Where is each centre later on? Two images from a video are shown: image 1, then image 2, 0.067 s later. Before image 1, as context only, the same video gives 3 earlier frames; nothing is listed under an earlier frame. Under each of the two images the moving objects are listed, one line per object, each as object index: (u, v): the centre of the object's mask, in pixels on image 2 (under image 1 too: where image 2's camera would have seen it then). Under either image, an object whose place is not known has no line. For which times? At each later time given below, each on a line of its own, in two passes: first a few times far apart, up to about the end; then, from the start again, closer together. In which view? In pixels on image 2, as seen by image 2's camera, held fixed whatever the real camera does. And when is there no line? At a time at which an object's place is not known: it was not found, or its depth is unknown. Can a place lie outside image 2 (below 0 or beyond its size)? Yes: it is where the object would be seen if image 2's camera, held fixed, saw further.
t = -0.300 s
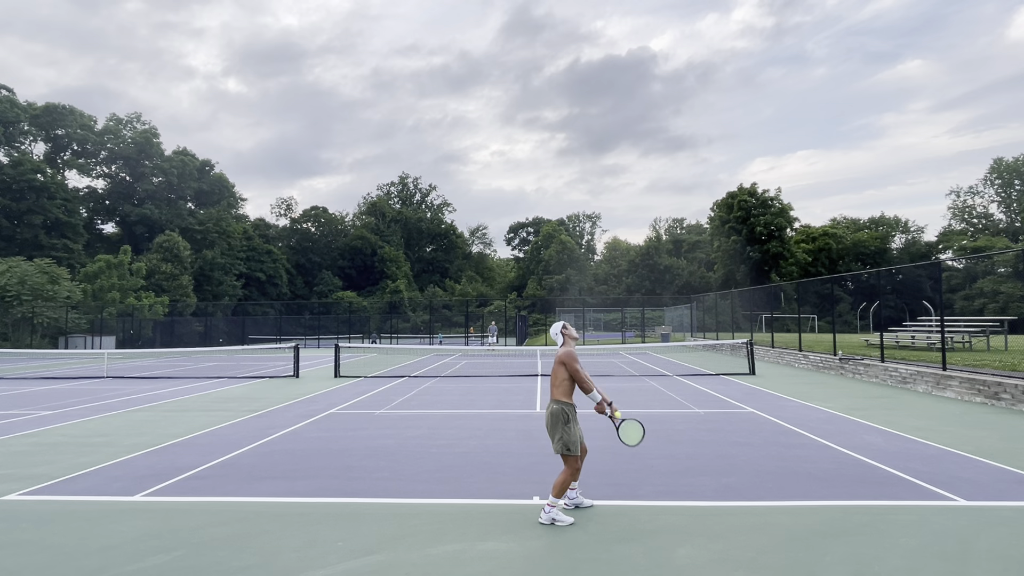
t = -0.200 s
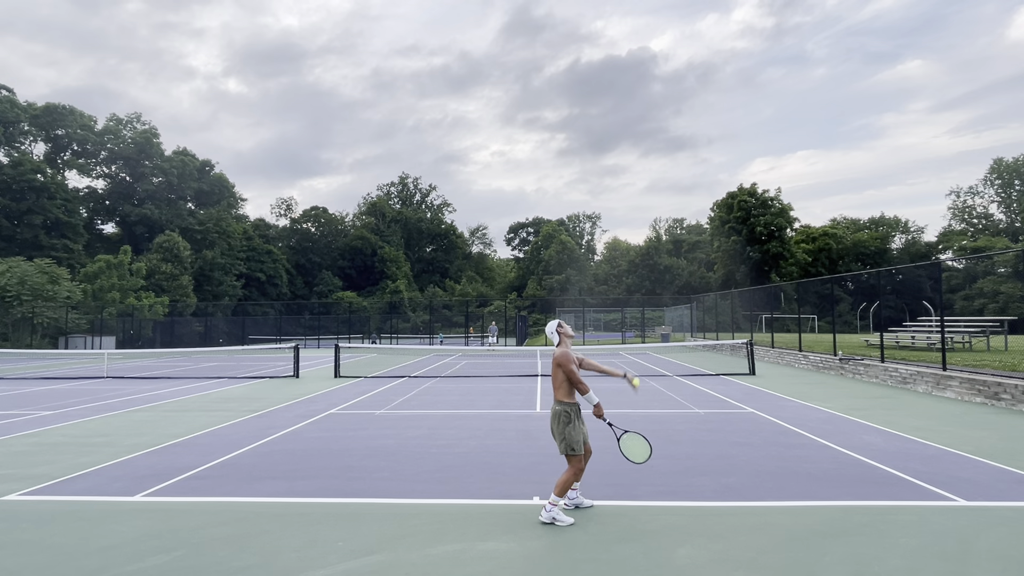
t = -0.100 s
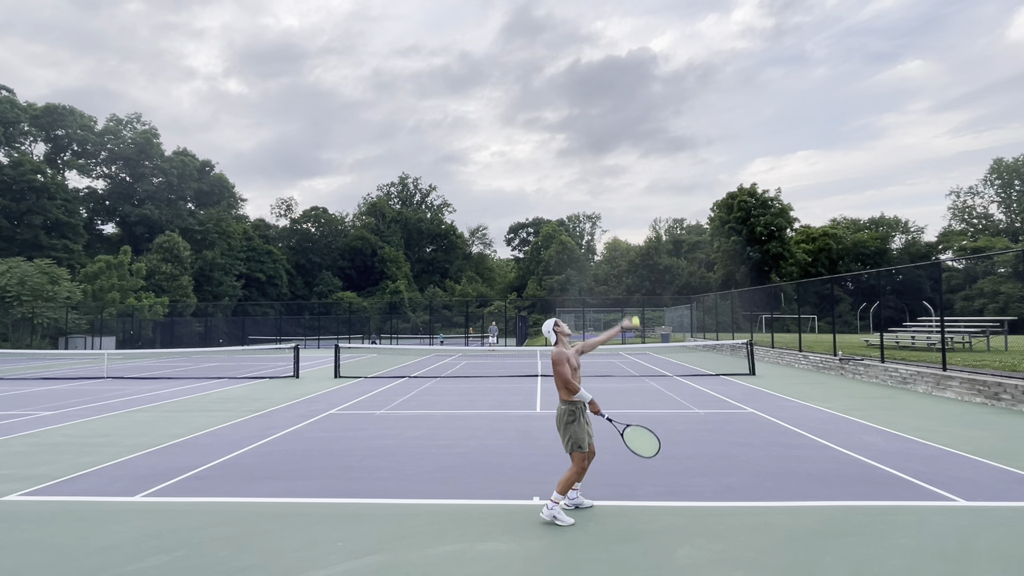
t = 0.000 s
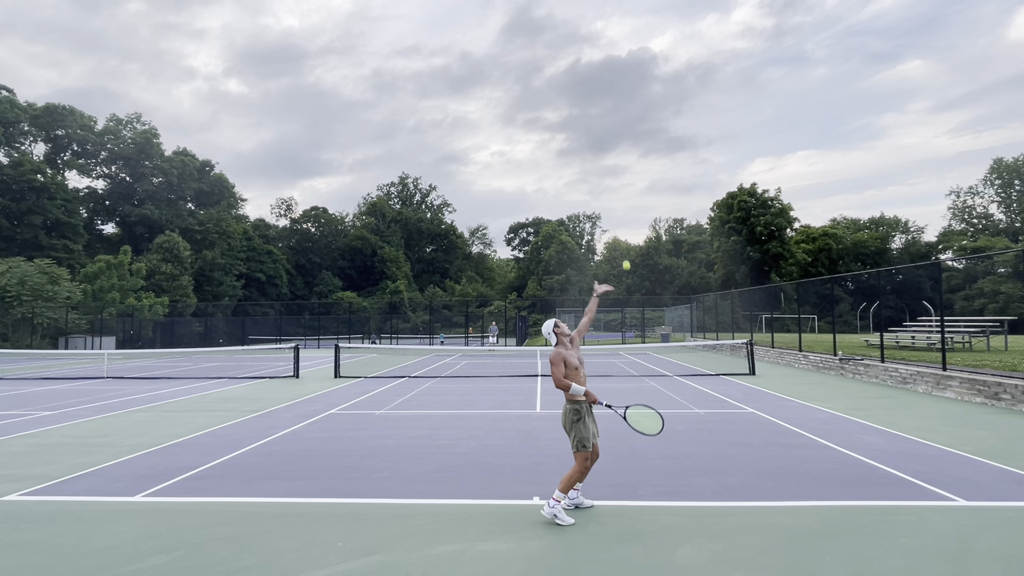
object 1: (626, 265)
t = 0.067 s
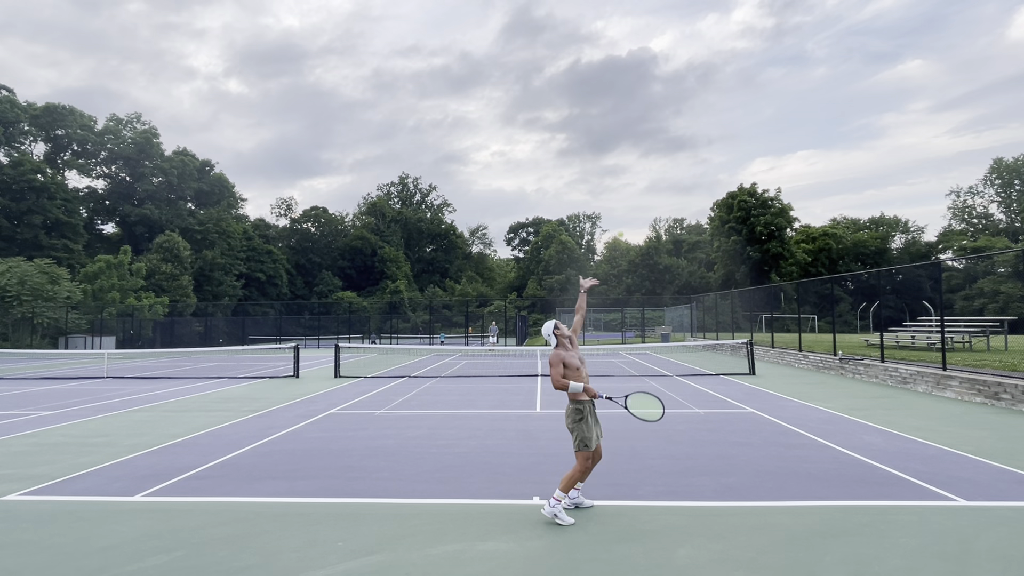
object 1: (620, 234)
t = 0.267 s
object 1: (604, 169)
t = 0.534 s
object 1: (583, 143)
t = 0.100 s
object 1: (618, 221)
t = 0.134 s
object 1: (614, 208)
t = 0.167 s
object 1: (612, 197)
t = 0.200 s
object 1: (609, 186)
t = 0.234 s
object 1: (606, 178)
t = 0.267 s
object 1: (604, 169)
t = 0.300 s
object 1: (601, 162)
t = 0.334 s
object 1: (598, 157)
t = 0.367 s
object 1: (596, 152)
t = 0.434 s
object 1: (591, 146)
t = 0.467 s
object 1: (588, 144)
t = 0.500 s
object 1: (586, 143)
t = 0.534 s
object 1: (583, 143)
